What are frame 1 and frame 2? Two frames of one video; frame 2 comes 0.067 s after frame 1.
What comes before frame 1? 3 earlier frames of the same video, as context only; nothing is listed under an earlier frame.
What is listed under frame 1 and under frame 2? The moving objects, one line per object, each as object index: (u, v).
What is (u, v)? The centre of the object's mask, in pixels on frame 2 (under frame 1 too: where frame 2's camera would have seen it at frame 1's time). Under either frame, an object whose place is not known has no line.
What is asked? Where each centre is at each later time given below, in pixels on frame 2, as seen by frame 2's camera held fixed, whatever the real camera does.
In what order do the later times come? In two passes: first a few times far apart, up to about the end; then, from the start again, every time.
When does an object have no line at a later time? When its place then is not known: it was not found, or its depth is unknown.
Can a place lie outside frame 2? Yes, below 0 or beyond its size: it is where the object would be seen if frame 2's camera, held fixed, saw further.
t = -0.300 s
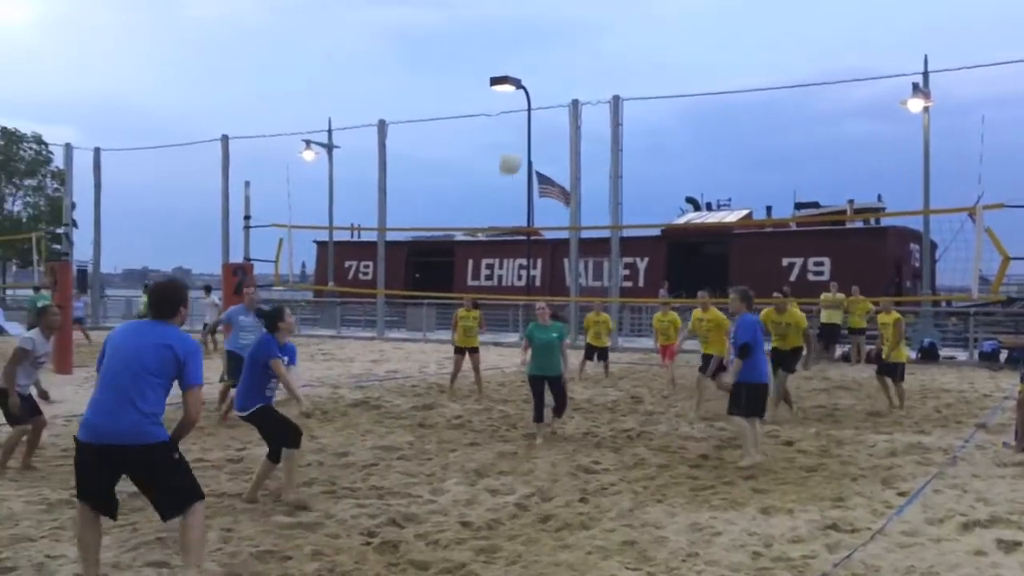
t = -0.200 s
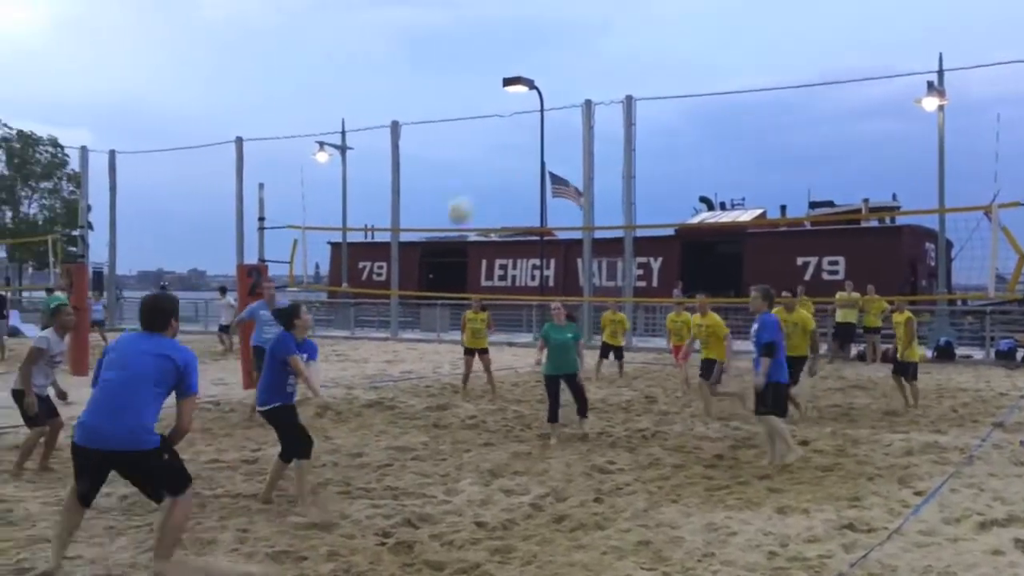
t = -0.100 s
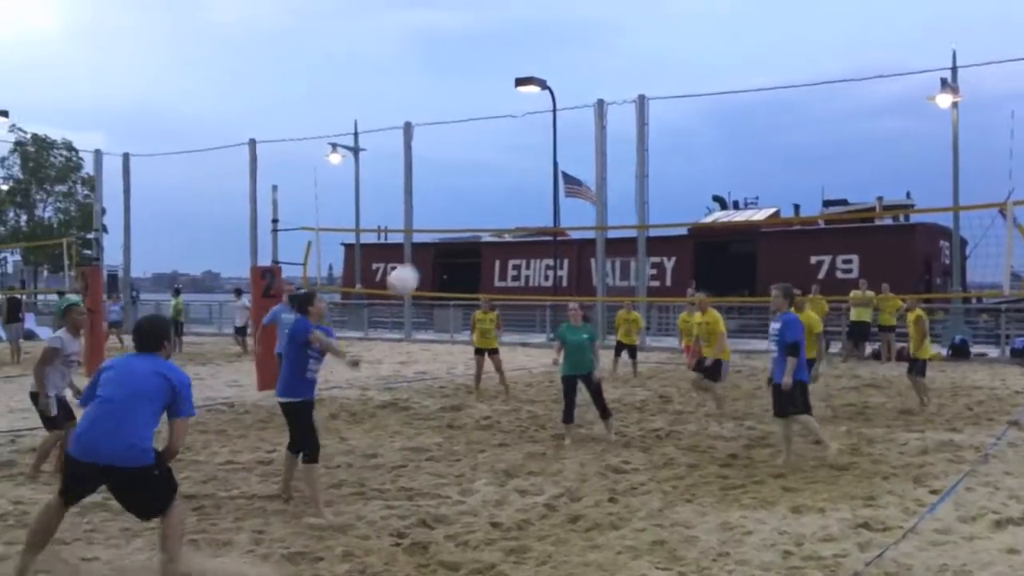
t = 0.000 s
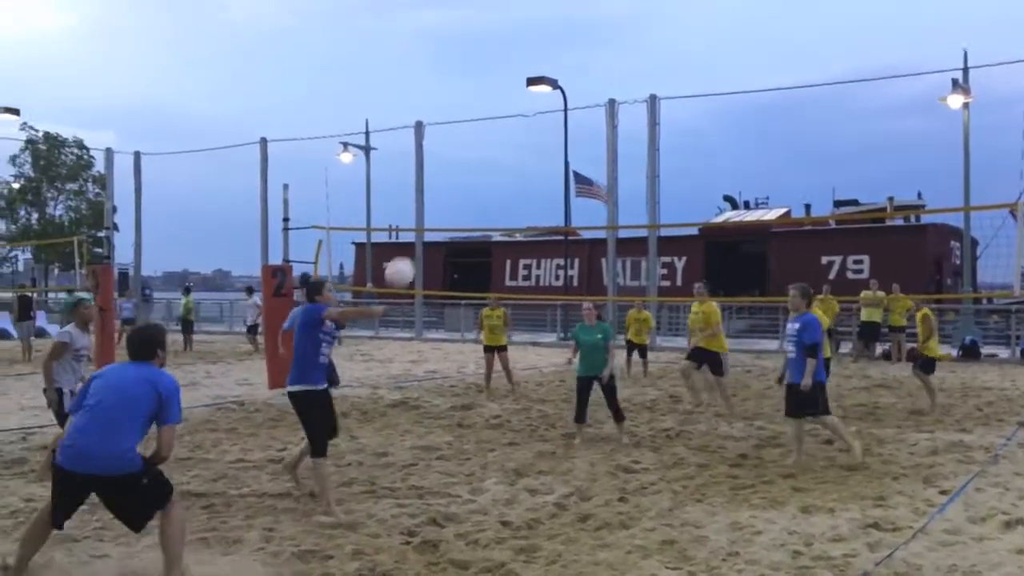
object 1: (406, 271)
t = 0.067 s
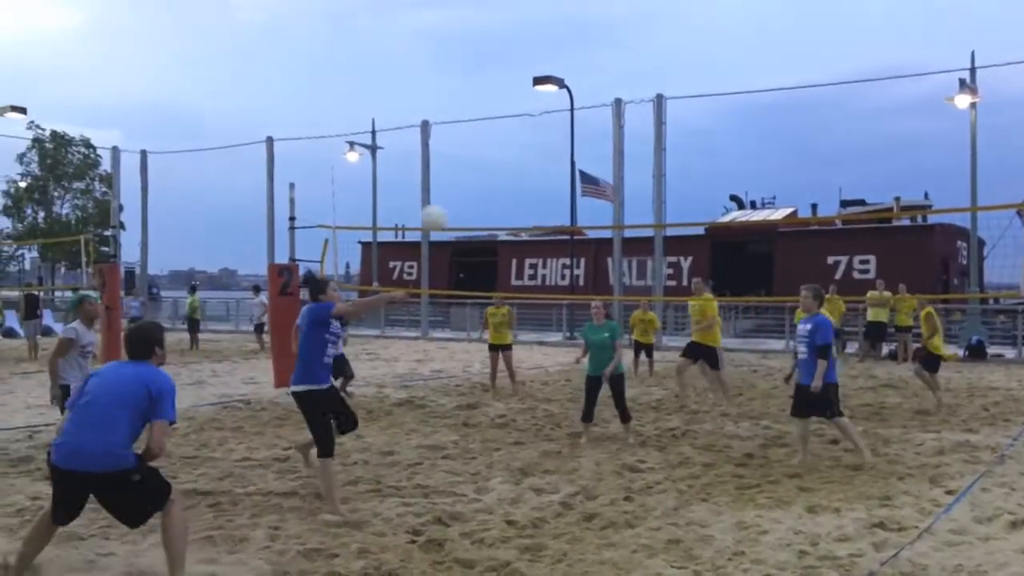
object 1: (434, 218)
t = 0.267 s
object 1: (506, 111)
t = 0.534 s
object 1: (586, 60)
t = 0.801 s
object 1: (652, 85)
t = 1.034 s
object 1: (703, 152)
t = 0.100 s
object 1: (445, 198)
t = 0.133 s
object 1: (458, 176)
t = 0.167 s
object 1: (470, 156)
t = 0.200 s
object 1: (482, 140)
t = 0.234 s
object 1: (494, 125)
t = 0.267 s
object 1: (506, 111)
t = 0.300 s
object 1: (516, 99)
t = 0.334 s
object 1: (527, 89)
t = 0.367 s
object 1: (537, 81)
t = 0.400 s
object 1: (548, 74)
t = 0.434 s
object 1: (558, 68)
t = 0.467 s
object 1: (567, 64)
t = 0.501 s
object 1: (576, 62)
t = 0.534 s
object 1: (586, 60)
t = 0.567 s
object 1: (595, 60)
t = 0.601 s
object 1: (603, 60)
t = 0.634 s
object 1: (612, 62)
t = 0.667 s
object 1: (620, 66)
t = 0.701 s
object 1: (629, 69)
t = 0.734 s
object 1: (636, 74)
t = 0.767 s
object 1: (644, 79)
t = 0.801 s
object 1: (652, 85)
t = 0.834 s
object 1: (660, 91)
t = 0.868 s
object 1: (668, 100)
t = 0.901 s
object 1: (675, 109)
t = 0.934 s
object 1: (681, 119)
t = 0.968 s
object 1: (687, 128)
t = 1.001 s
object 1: (695, 140)
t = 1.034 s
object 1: (703, 152)
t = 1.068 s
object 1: (708, 163)
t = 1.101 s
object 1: (715, 176)
